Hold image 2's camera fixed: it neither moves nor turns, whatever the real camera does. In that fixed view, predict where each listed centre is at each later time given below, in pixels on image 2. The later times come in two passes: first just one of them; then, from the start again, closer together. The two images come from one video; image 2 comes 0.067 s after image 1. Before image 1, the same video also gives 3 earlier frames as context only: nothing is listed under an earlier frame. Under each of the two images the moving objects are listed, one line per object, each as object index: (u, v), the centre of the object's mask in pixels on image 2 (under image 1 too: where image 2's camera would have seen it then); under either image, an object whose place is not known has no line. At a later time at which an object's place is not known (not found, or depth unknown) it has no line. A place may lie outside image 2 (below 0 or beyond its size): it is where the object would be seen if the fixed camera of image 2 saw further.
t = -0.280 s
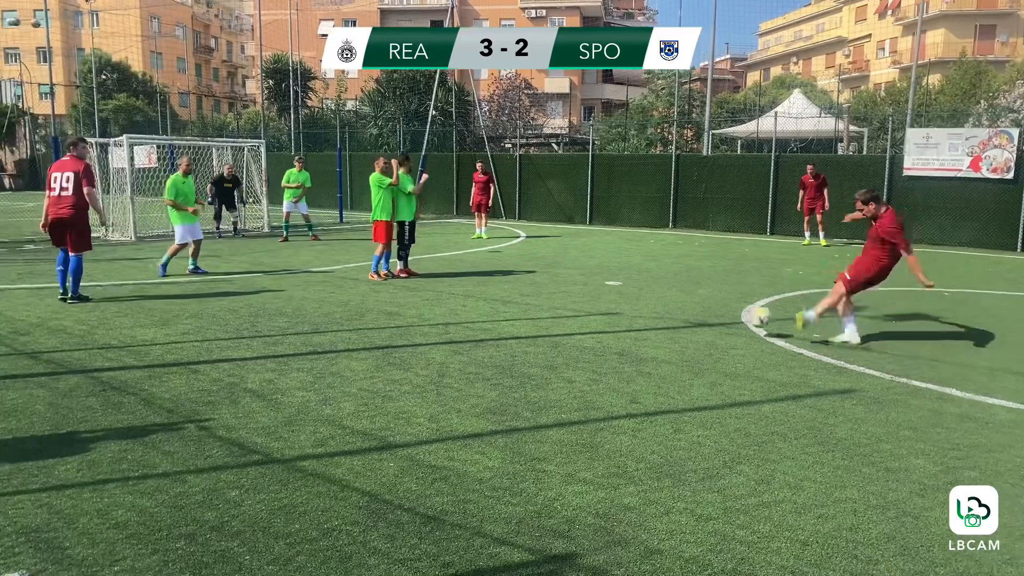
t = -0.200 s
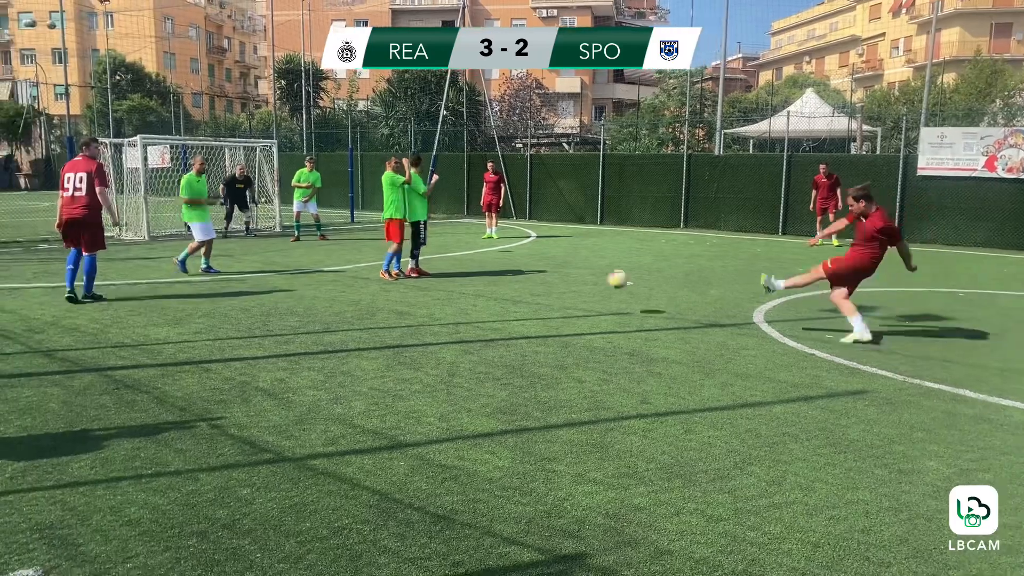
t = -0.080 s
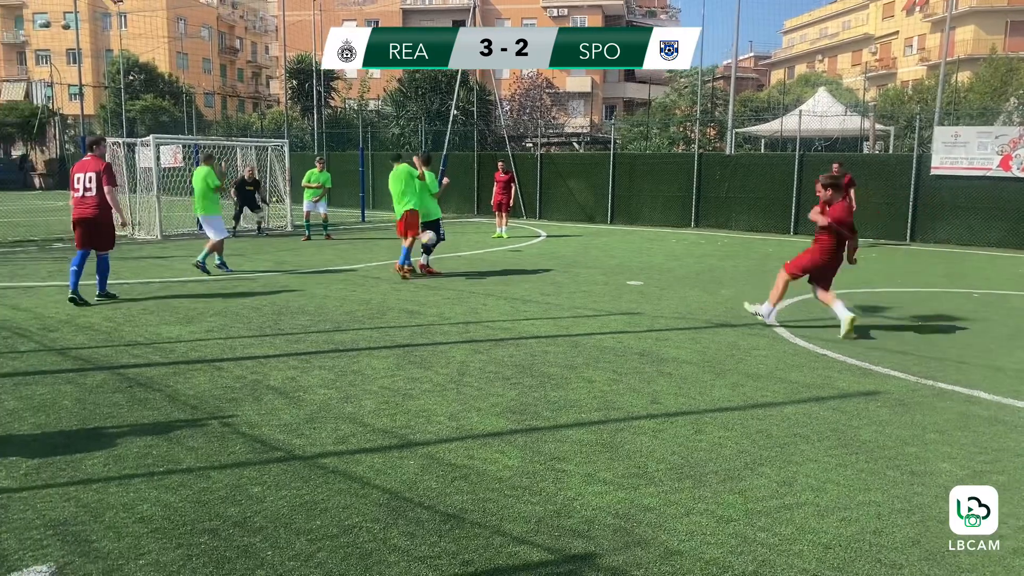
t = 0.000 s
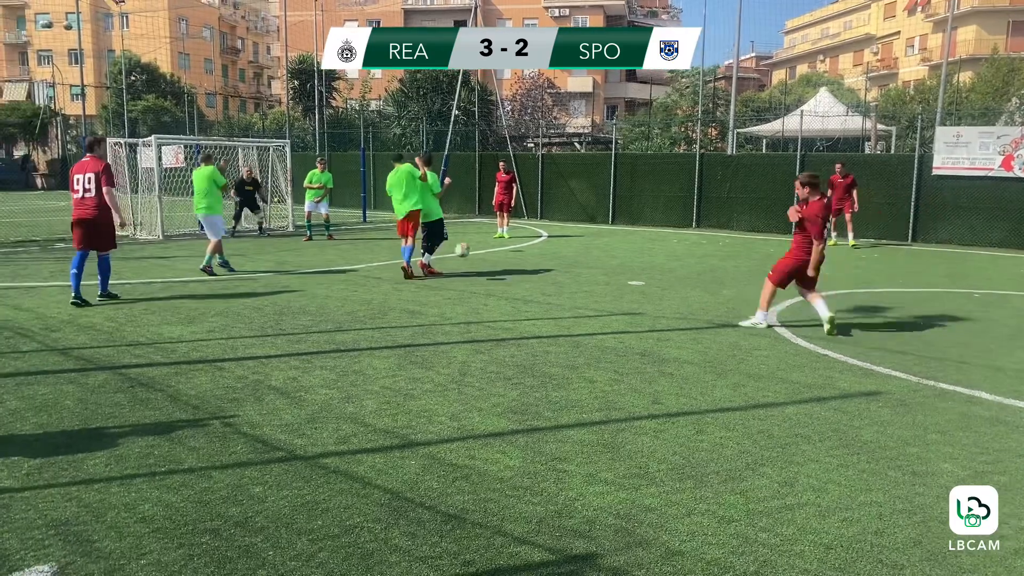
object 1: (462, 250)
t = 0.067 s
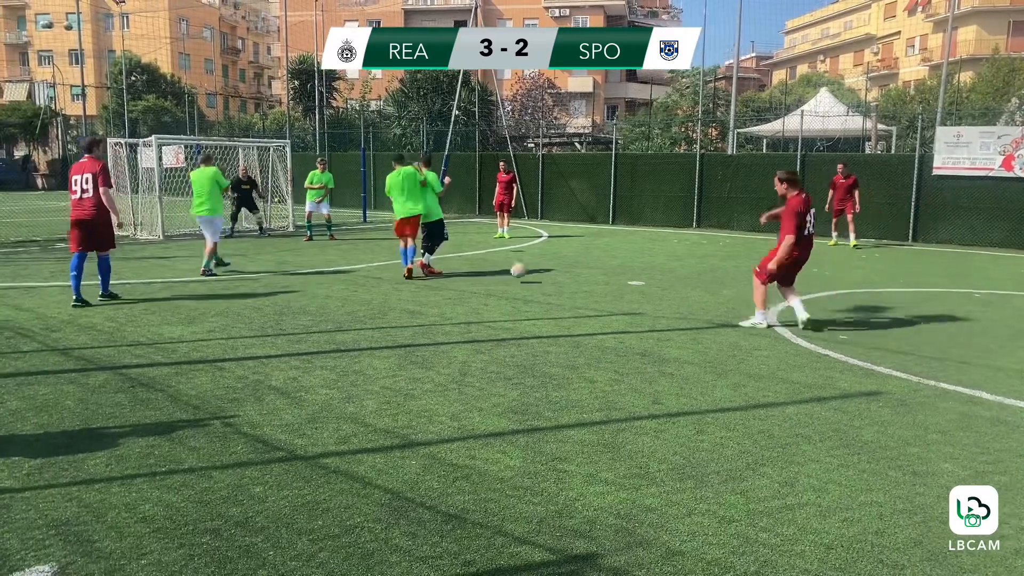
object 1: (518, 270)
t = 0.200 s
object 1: (594, 253)
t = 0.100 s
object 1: (542, 276)
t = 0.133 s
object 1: (559, 268)
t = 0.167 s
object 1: (577, 260)
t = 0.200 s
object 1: (594, 253)
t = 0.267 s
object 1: (630, 243)
